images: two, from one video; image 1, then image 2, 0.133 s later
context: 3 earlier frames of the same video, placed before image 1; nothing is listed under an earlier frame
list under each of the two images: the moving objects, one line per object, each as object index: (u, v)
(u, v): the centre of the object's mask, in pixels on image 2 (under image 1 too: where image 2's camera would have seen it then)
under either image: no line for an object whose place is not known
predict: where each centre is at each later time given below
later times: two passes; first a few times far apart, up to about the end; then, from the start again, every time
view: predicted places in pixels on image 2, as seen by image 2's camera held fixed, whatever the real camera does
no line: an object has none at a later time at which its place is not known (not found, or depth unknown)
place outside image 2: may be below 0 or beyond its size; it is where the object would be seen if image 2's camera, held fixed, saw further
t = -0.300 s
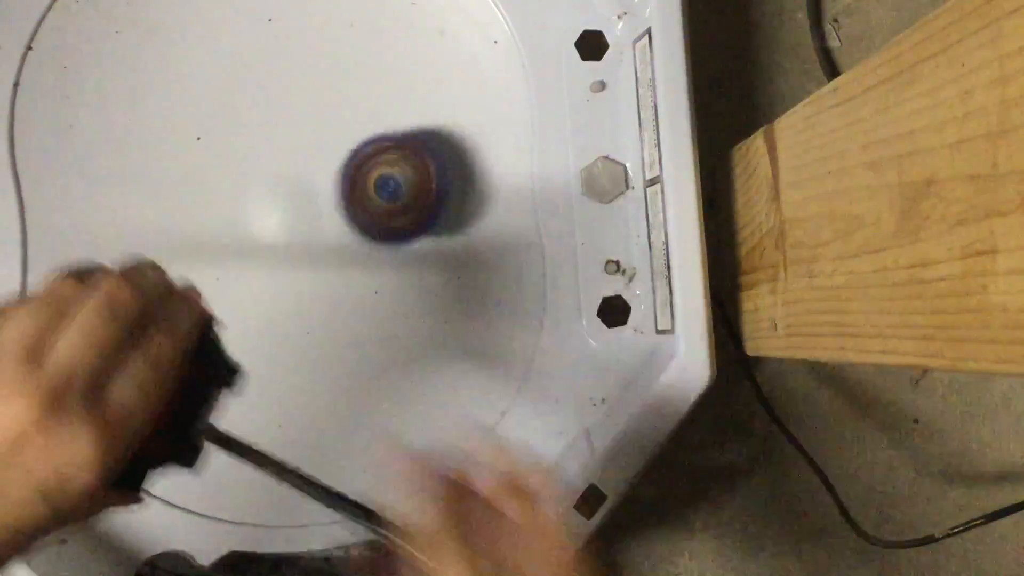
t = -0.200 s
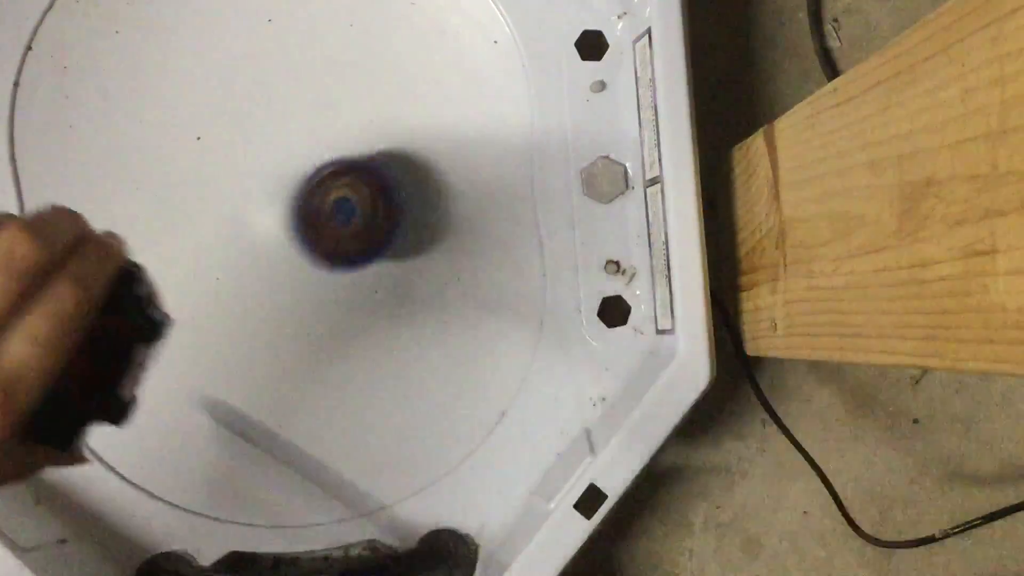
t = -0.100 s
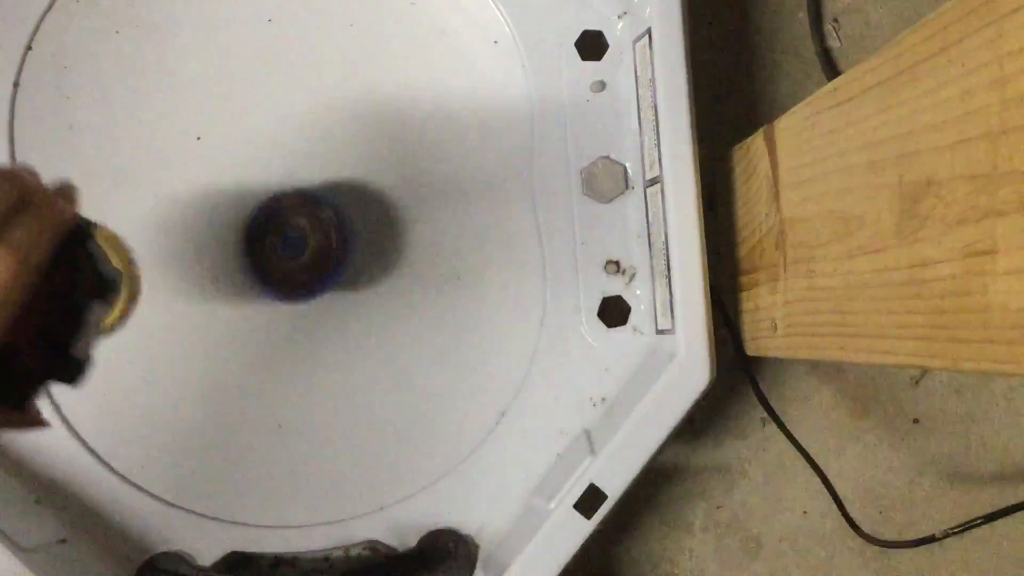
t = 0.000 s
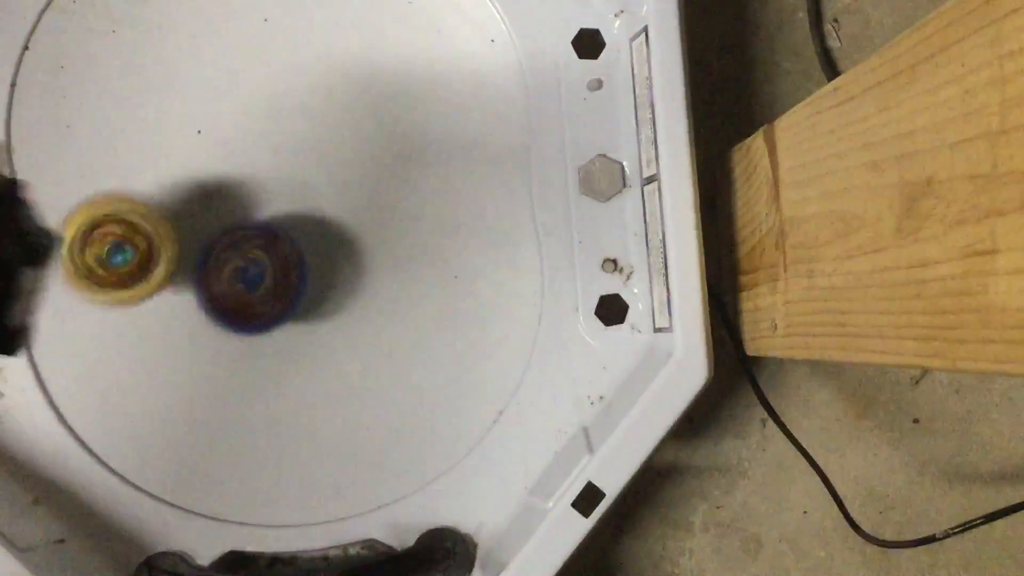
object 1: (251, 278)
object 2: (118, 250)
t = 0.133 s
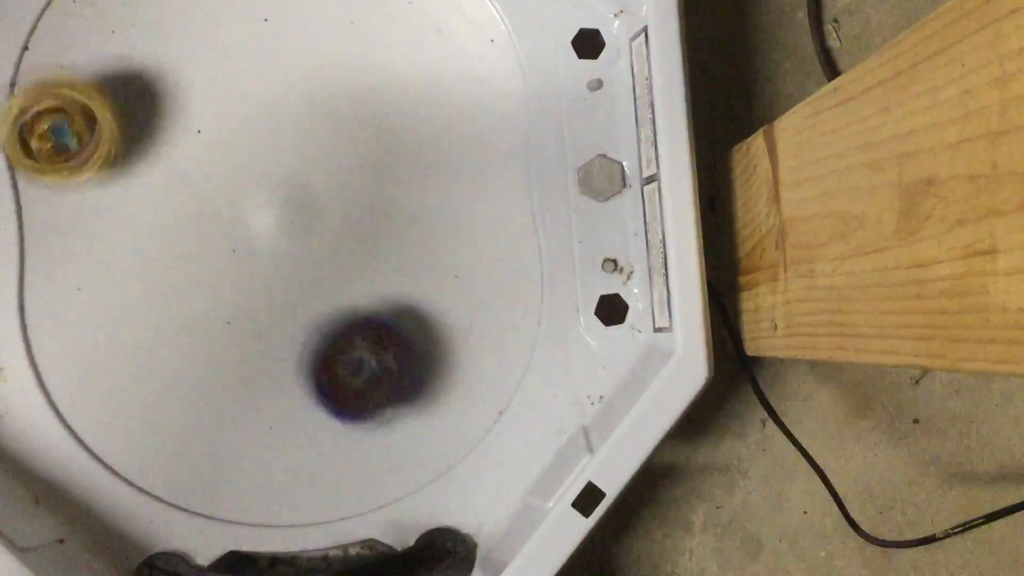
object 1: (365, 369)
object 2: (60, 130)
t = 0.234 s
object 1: (422, 384)
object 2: (58, 43)
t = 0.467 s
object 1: (391, 264)
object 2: (252, 33)
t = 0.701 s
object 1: (233, 268)
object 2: (403, 66)
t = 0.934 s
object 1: (145, 339)
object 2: (433, 121)
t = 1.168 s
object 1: (141, 338)
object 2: (337, 157)
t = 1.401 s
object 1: (218, 253)
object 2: (233, 148)
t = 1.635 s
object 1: (287, 272)
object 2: (229, 96)
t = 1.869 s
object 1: (346, 226)
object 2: (216, 185)
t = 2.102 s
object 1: (339, 152)
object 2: (256, 273)
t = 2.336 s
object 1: (273, 113)
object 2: (320, 299)
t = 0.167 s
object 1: (394, 383)
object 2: (50, 92)
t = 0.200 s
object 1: (413, 389)
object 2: (48, 61)
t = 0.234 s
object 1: (422, 384)
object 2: (58, 43)
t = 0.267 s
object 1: (427, 372)
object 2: (80, 34)
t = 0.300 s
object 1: (429, 358)
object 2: (106, 28)
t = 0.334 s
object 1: (428, 343)
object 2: (131, 24)
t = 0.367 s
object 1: (424, 325)
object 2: (162, 24)
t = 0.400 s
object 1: (415, 305)
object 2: (194, 24)
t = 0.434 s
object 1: (405, 284)
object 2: (223, 28)
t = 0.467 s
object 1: (391, 264)
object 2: (252, 33)
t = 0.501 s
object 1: (373, 246)
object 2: (279, 40)
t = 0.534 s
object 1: (355, 229)
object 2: (304, 51)
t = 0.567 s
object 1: (334, 212)
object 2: (325, 70)
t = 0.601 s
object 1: (311, 209)
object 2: (345, 79)
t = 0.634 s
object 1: (280, 231)
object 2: (367, 70)
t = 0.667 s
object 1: (251, 254)
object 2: (388, 65)
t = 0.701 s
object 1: (233, 268)
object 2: (403, 66)
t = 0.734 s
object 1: (213, 283)
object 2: (417, 70)
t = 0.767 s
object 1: (195, 297)
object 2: (425, 76)
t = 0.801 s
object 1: (180, 309)
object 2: (431, 84)
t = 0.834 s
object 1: (168, 318)
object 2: (436, 93)
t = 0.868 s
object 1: (160, 325)
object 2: (437, 103)
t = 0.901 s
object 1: (152, 333)
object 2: (437, 113)
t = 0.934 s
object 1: (145, 339)
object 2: (433, 121)
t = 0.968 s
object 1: (140, 343)
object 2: (426, 128)
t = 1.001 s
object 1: (136, 346)
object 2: (417, 135)
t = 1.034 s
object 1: (134, 347)
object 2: (405, 140)
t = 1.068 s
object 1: (133, 346)
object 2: (391, 145)
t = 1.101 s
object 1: (134, 345)
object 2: (374, 150)
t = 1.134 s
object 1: (136, 342)
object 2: (356, 154)
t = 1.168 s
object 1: (141, 338)
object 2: (337, 157)
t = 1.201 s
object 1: (146, 331)
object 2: (317, 160)
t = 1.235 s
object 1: (155, 323)
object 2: (299, 161)
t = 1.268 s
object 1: (169, 311)
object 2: (283, 162)
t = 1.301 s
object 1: (182, 297)
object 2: (267, 161)
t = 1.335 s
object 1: (195, 280)
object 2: (252, 159)
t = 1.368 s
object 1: (207, 263)
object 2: (239, 157)
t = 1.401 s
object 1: (218, 253)
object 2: (233, 148)
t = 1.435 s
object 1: (226, 255)
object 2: (232, 133)
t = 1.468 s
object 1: (235, 261)
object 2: (233, 117)
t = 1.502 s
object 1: (246, 266)
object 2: (233, 106)
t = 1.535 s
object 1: (256, 268)
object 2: (233, 98)
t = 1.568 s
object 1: (266, 270)
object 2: (233, 93)
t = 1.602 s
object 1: (275, 272)
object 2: (231, 93)
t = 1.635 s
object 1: (287, 272)
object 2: (229, 96)
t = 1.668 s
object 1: (298, 269)
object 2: (226, 103)
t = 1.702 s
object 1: (309, 265)
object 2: (222, 112)
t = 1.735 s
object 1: (319, 259)
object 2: (219, 124)
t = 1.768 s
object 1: (327, 254)
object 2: (217, 138)
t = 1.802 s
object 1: (335, 247)
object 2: (215, 154)
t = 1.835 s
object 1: (341, 236)
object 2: (215, 169)
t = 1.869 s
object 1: (346, 226)
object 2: (216, 185)
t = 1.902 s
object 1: (347, 217)
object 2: (218, 201)
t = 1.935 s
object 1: (347, 207)
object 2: (222, 215)
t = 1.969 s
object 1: (349, 195)
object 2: (227, 228)
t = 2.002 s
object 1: (348, 182)
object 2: (234, 241)
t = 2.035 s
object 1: (346, 171)
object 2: (241, 253)
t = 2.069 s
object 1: (344, 162)
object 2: (248, 264)
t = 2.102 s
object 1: (339, 152)
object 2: (256, 273)
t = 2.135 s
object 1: (333, 141)
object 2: (265, 281)
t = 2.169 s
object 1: (322, 132)
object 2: (274, 287)
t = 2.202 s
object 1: (313, 127)
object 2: (283, 292)
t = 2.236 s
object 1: (307, 121)
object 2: (292, 296)
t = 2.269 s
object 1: (297, 114)
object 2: (301, 298)
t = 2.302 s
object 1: (284, 113)
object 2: (310, 299)
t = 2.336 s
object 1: (273, 113)
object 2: (320, 299)
